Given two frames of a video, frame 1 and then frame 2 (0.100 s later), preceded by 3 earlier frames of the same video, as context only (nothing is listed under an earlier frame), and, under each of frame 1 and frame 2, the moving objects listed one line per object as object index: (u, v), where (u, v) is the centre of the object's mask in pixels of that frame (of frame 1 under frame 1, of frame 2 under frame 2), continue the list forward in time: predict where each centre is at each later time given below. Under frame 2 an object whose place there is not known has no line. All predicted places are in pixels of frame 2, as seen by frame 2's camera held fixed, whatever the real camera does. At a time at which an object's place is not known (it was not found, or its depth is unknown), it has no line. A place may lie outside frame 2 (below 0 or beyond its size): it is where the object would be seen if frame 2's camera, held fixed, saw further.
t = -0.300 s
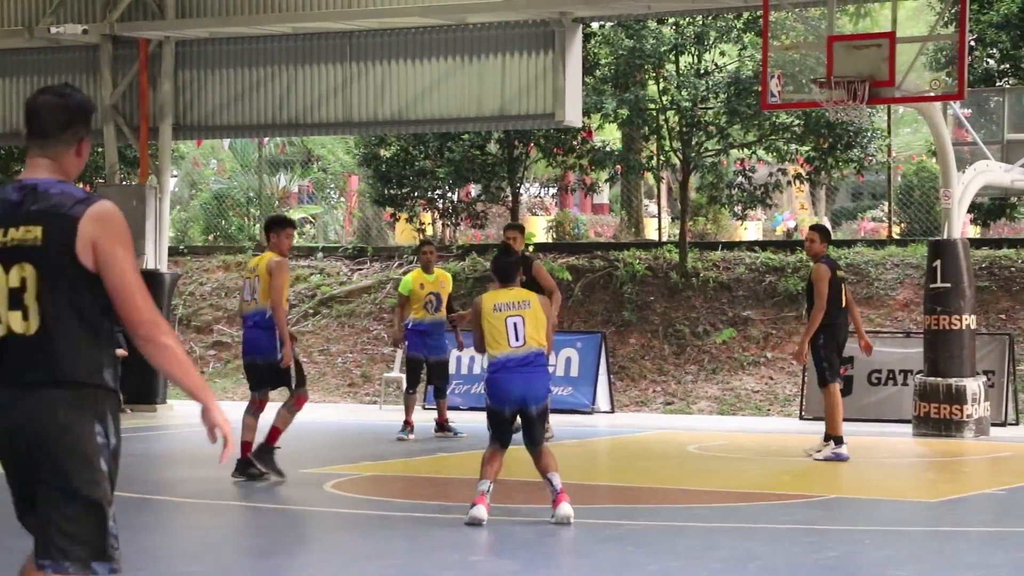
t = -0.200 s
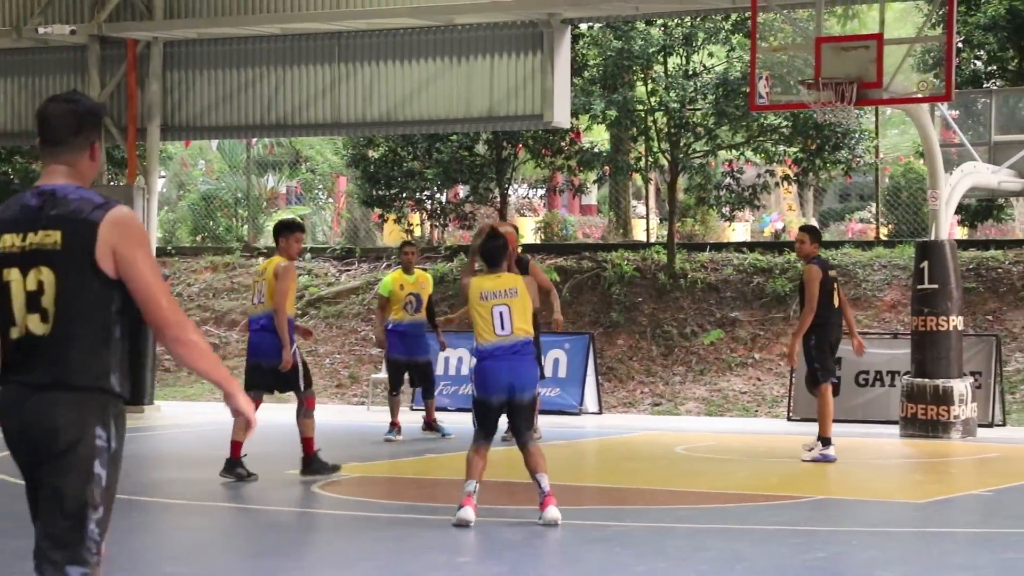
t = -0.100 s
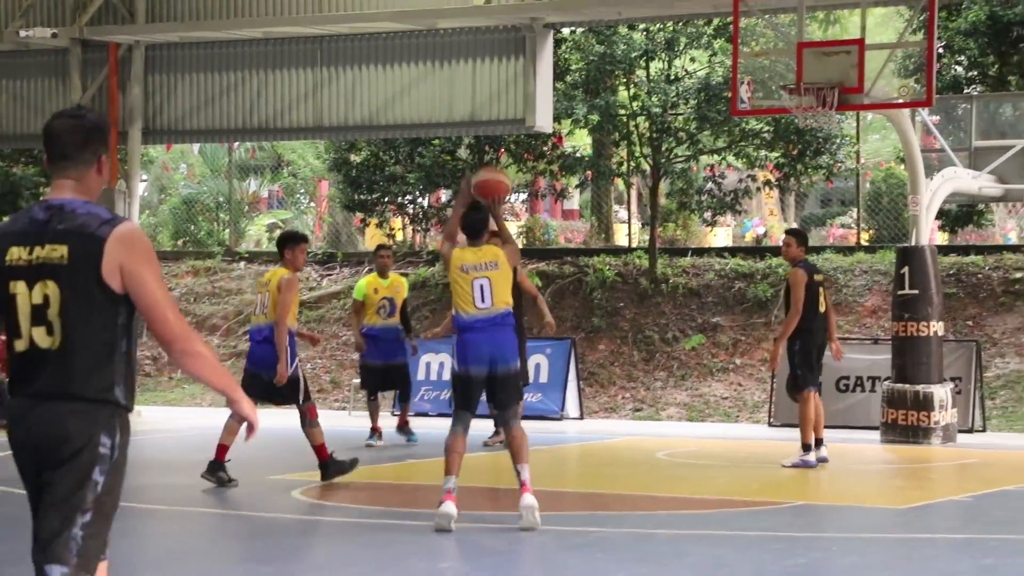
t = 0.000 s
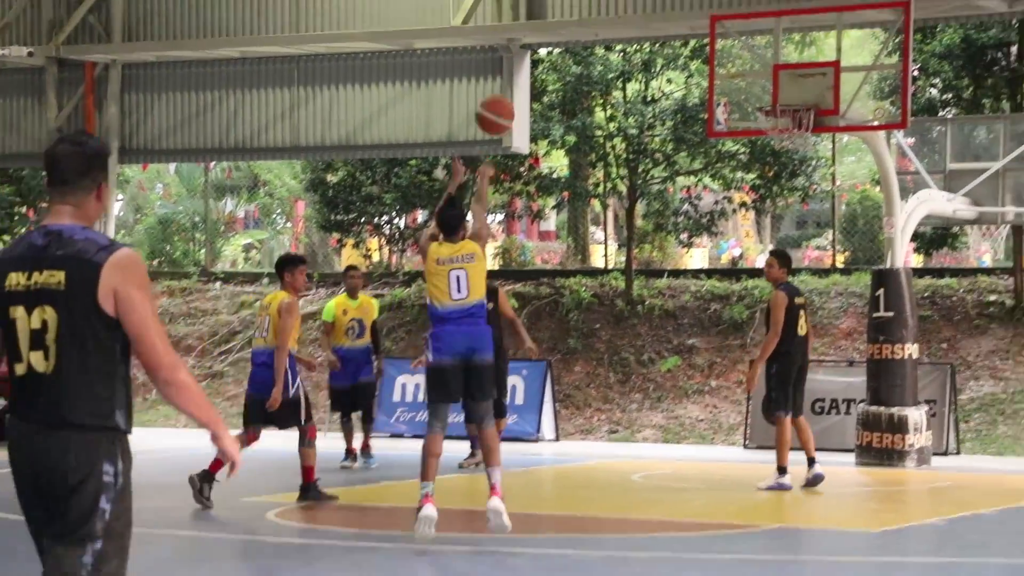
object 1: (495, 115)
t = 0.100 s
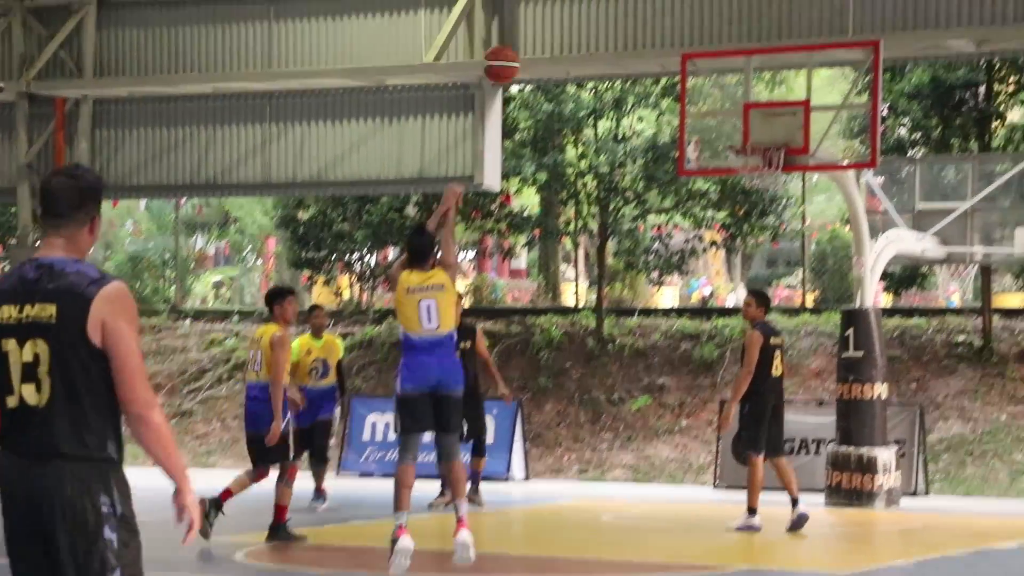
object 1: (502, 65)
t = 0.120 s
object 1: (508, 50)
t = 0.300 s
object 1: (562, -55)
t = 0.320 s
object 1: (567, -63)
